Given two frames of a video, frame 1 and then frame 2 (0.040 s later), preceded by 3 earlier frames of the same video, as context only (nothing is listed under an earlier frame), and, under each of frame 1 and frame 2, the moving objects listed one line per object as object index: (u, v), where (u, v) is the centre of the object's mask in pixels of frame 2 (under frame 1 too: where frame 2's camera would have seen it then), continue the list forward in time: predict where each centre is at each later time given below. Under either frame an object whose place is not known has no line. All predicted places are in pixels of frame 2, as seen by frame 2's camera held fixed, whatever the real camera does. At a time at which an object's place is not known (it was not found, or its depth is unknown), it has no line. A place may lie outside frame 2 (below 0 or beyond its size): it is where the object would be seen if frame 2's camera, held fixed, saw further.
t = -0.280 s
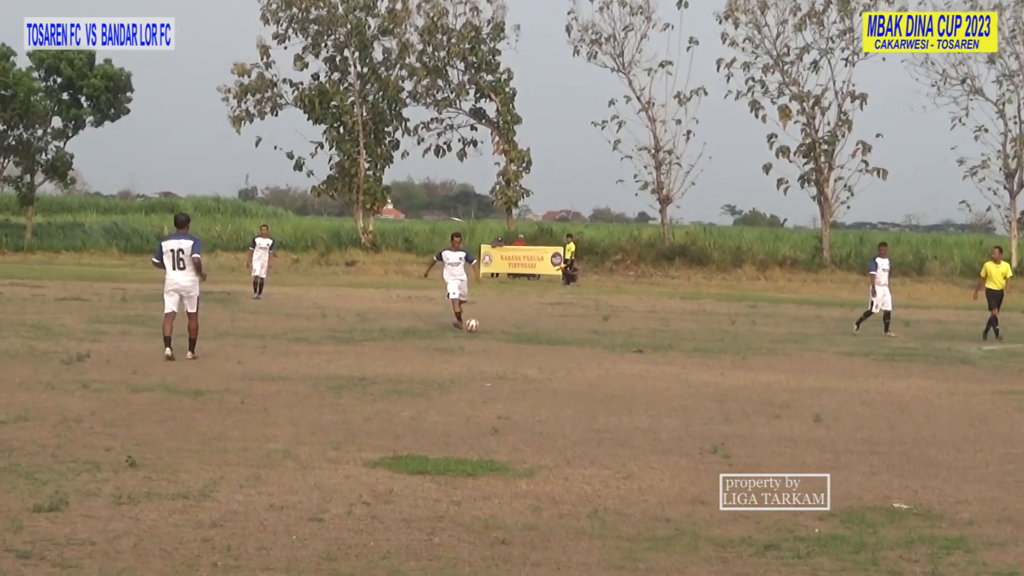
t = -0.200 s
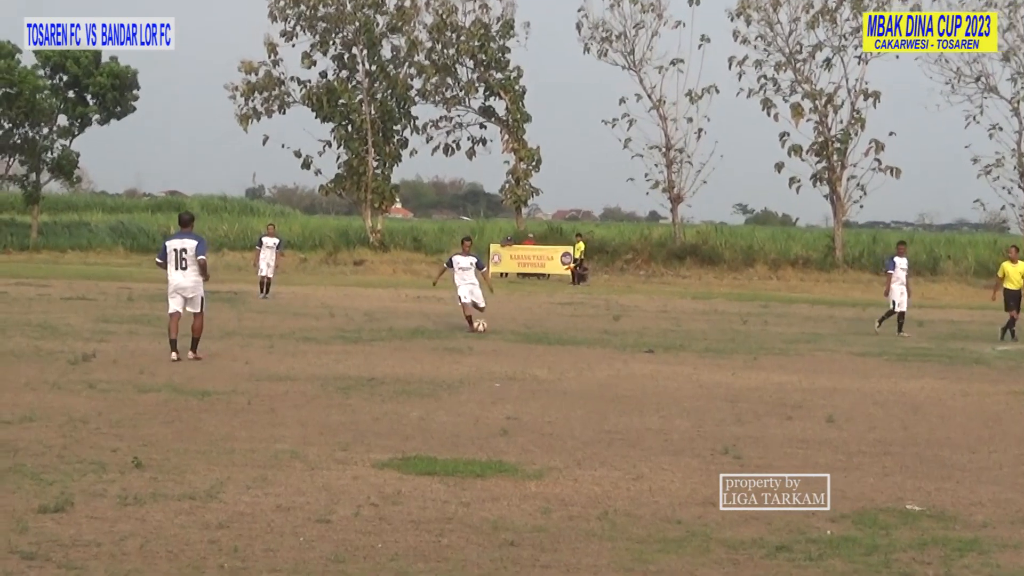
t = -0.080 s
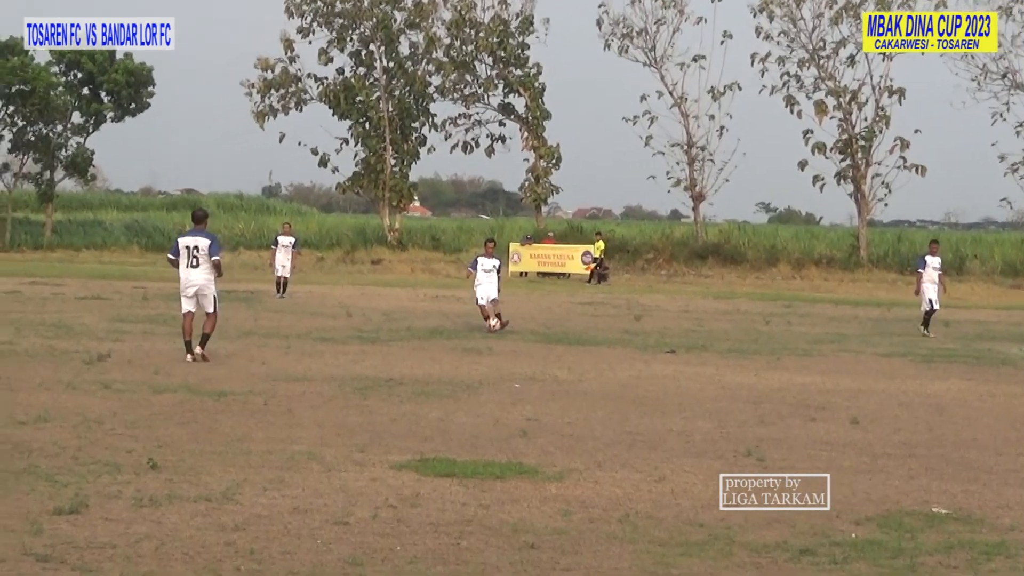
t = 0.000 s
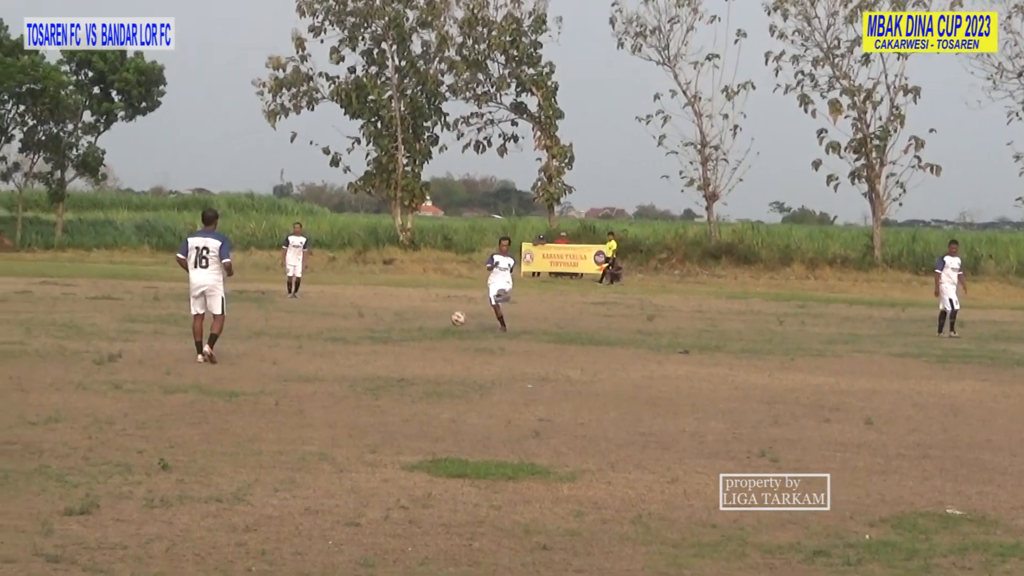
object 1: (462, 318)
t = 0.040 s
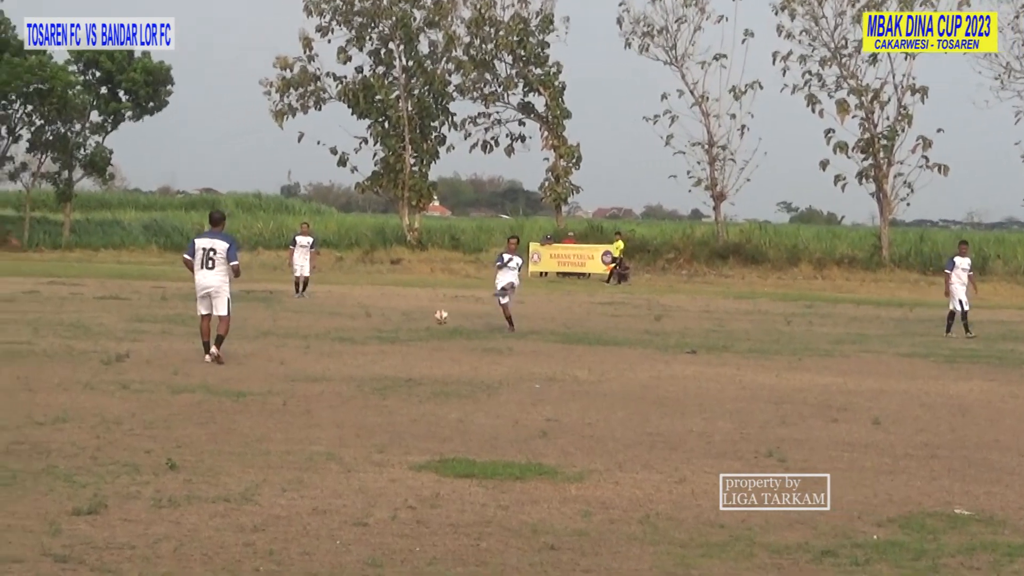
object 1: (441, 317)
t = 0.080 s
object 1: (418, 317)
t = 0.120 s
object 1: (395, 319)
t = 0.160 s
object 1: (371, 320)
